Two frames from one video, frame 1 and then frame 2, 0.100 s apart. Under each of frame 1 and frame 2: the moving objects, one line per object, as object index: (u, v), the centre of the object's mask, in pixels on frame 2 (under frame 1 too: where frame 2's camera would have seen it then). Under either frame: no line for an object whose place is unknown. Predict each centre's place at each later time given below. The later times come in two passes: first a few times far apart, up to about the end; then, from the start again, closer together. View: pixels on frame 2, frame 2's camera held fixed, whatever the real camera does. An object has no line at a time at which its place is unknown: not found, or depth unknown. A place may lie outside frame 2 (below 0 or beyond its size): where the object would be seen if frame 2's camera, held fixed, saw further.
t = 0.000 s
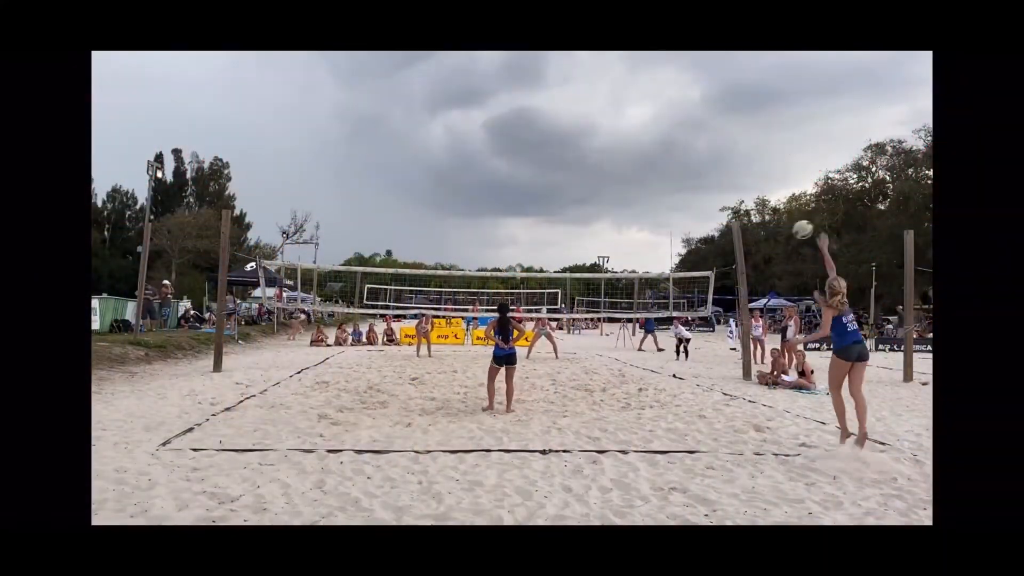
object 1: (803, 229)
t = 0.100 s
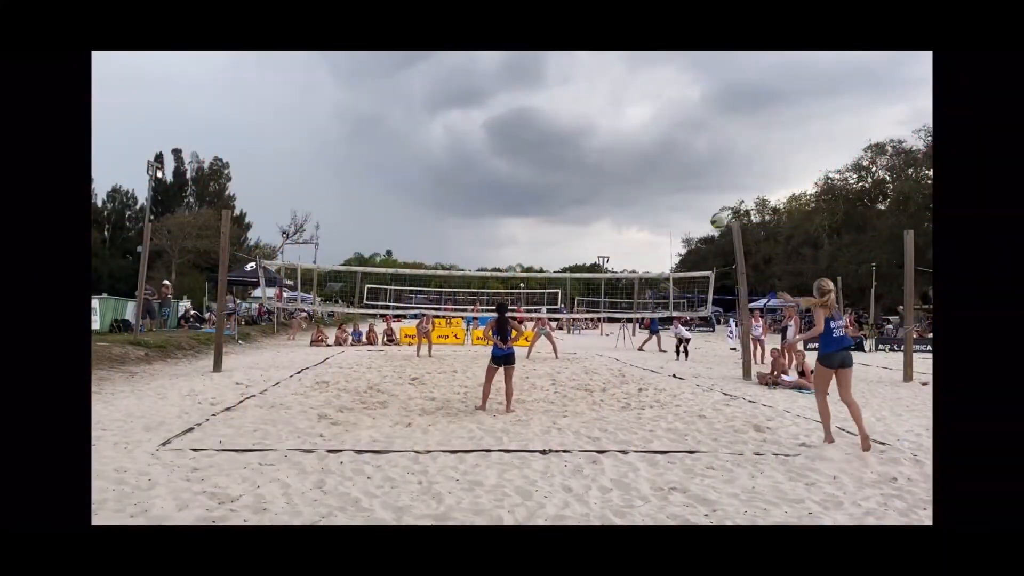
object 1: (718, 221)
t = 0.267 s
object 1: (626, 220)
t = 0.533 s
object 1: (541, 241)
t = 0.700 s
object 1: (508, 260)
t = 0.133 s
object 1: (696, 219)
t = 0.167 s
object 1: (676, 219)
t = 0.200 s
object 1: (658, 219)
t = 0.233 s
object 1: (642, 219)
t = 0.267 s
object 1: (626, 220)
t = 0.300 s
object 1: (613, 222)
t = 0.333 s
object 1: (600, 223)
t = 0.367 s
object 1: (588, 226)
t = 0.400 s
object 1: (578, 228)
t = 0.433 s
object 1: (567, 231)
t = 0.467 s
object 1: (558, 234)
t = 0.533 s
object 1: (541, 241)
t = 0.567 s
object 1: (534, 244)
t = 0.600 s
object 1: (527, 248)
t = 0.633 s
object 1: (521, 252)
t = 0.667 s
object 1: (515, 256)
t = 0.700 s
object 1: (508, 260)
